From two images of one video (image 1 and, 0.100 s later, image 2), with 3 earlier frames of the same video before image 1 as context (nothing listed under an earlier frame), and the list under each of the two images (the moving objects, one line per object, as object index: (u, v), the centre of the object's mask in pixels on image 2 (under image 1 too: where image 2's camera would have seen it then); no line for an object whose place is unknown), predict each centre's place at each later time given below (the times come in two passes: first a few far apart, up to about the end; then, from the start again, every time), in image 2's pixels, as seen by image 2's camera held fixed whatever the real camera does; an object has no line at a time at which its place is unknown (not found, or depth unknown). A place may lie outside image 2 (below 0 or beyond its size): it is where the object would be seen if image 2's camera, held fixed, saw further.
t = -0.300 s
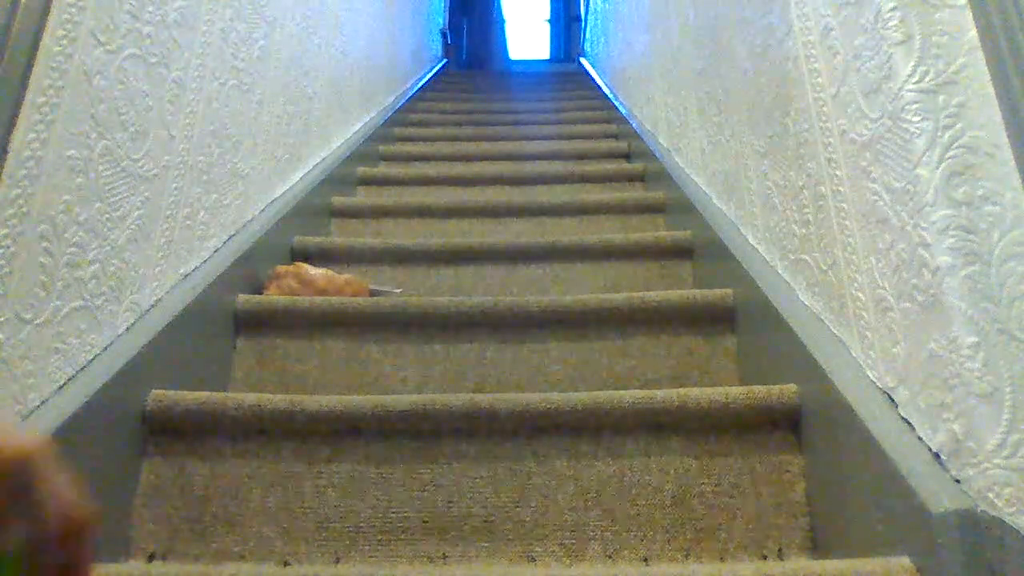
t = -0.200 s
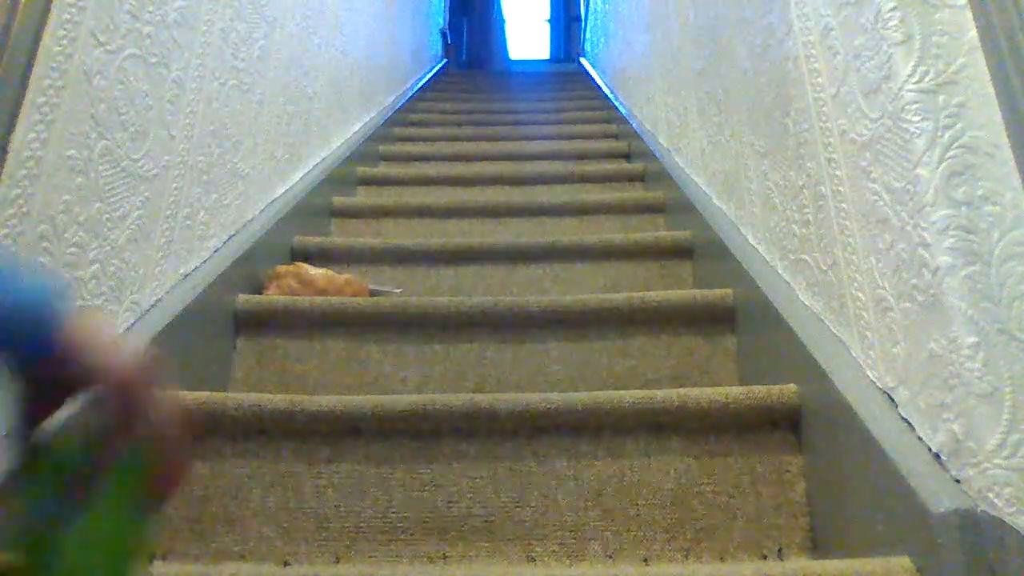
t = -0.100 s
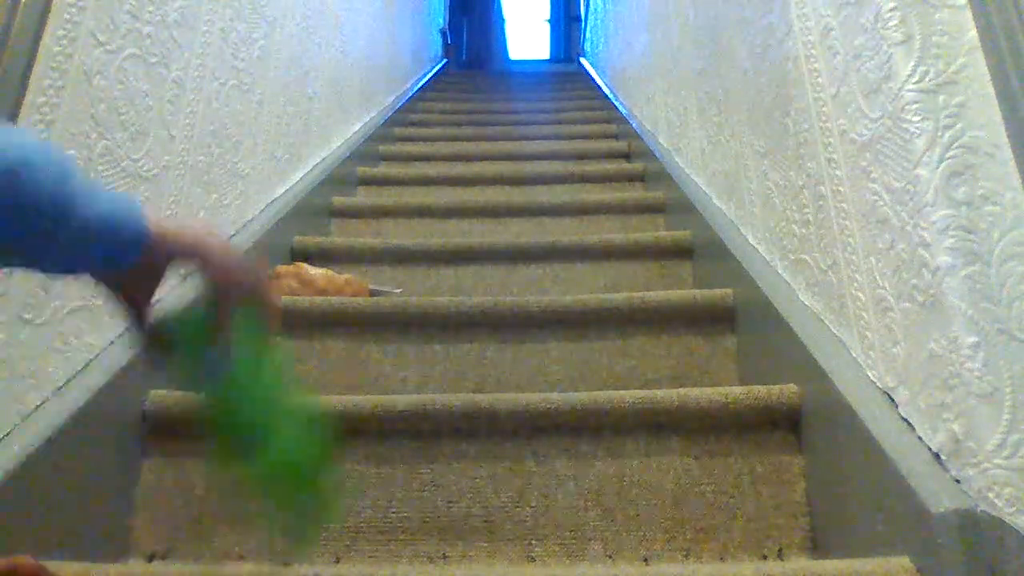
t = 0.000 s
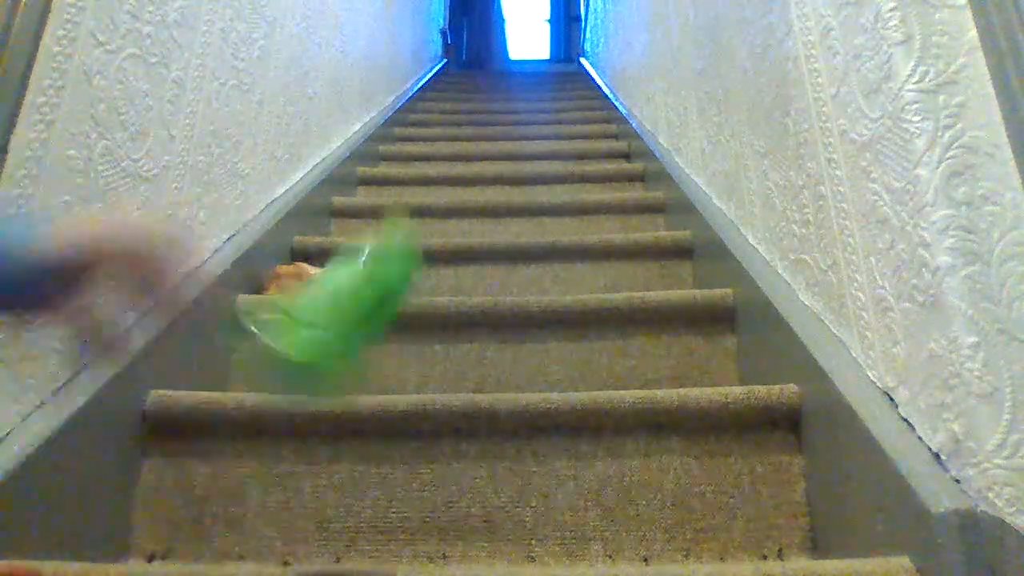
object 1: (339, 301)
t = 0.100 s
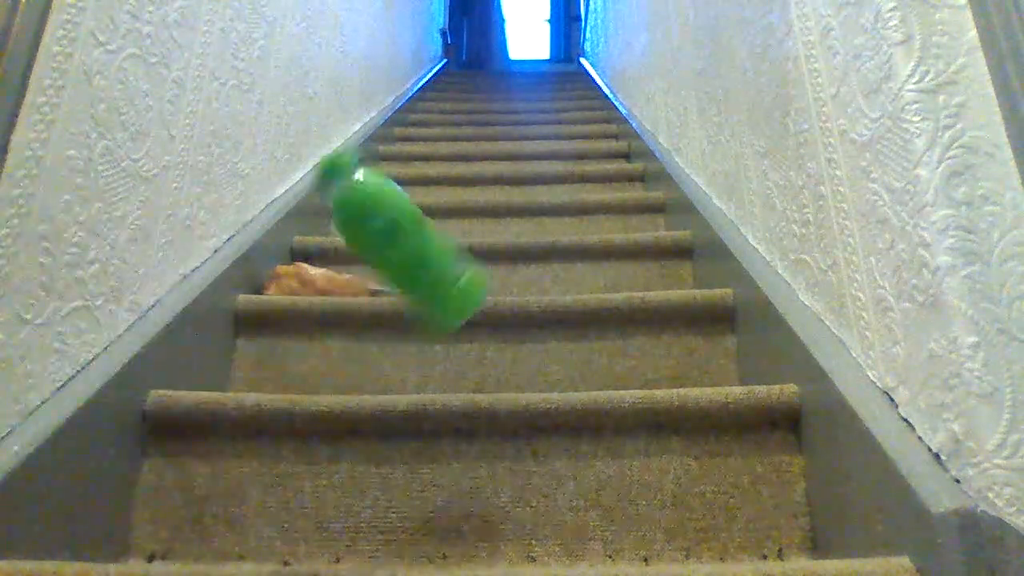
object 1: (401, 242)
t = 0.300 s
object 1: (467, 439)
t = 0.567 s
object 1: (459, 458)
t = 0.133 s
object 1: (408, 242)
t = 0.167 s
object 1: (417, 257)
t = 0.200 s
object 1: (429, 290)
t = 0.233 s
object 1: (440, 334)
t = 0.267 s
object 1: (455, 388)
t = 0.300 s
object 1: (467, 439)
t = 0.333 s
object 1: (468, 456)
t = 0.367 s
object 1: (467, 457)
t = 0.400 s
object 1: (464, 457)
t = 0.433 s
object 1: (462, 458)
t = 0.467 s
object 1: (461, 458)
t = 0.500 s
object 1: (460, 459)
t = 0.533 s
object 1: (460, 459)
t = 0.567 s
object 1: (459, 458)
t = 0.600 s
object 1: (460, 458)
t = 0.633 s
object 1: (460, 458)
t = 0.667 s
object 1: (461, 458)
